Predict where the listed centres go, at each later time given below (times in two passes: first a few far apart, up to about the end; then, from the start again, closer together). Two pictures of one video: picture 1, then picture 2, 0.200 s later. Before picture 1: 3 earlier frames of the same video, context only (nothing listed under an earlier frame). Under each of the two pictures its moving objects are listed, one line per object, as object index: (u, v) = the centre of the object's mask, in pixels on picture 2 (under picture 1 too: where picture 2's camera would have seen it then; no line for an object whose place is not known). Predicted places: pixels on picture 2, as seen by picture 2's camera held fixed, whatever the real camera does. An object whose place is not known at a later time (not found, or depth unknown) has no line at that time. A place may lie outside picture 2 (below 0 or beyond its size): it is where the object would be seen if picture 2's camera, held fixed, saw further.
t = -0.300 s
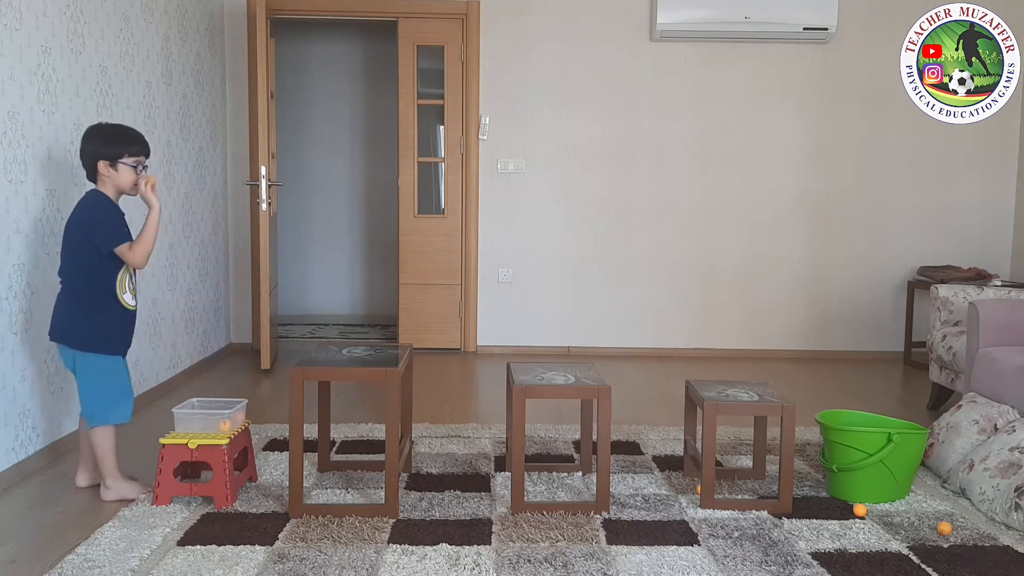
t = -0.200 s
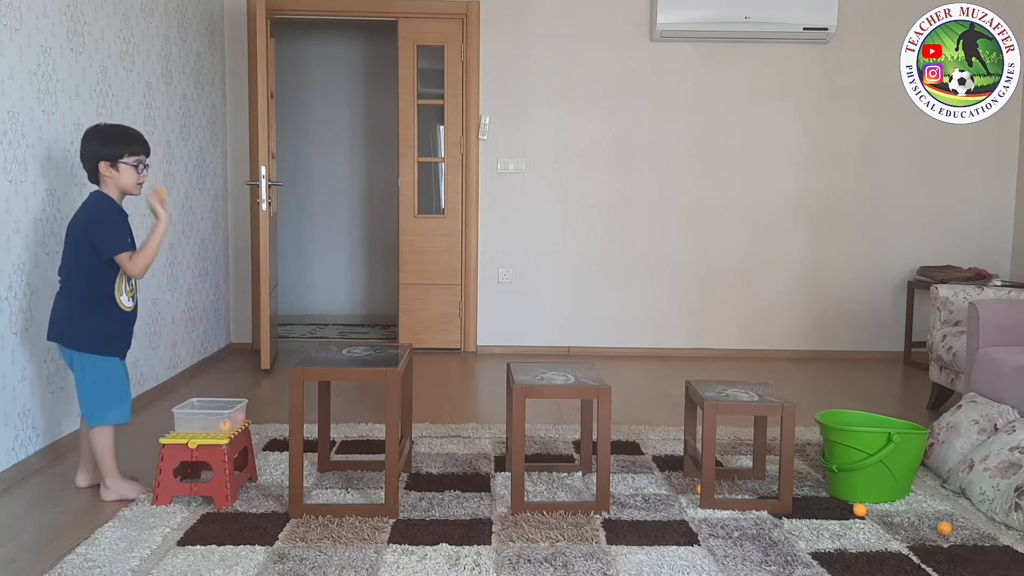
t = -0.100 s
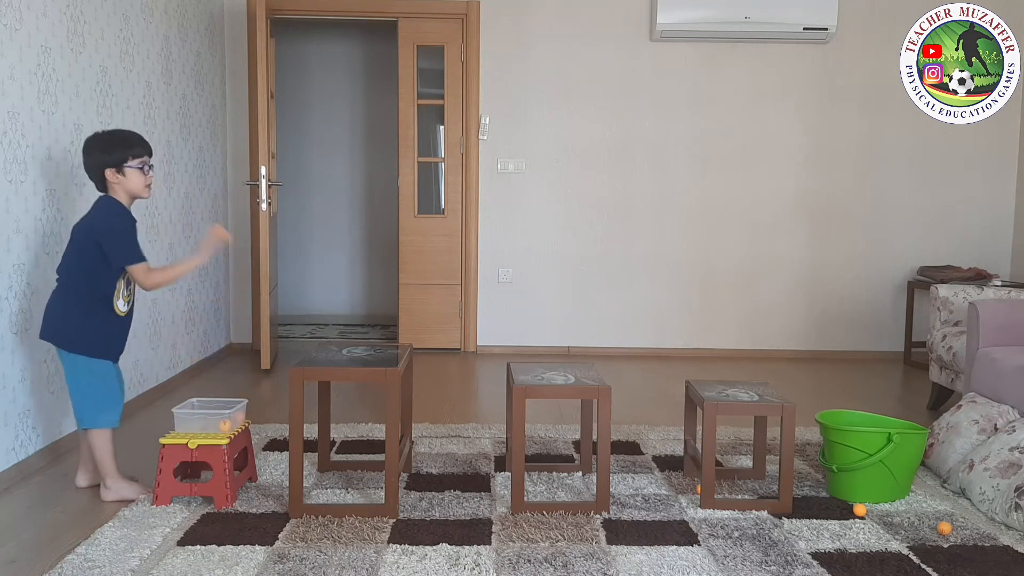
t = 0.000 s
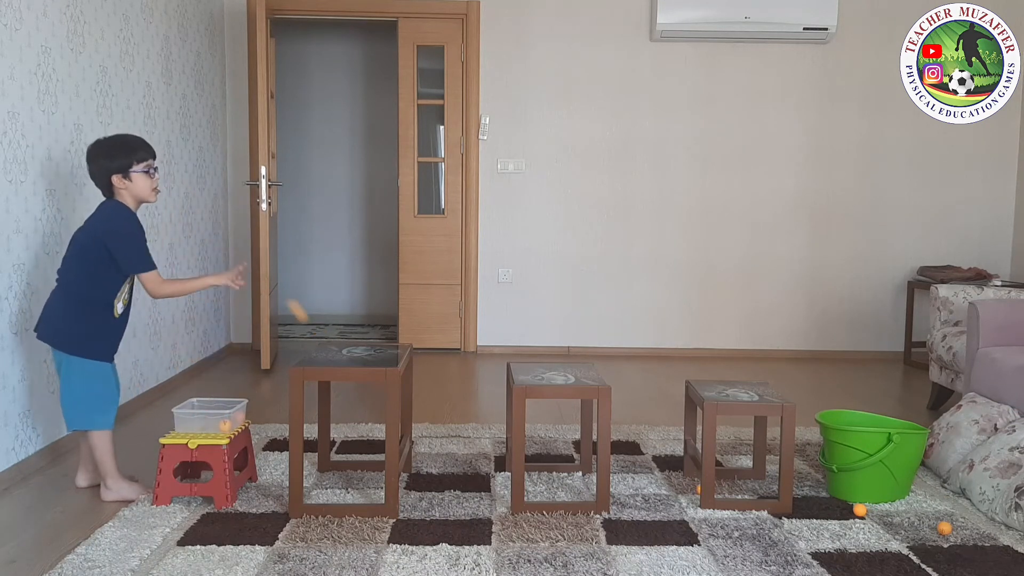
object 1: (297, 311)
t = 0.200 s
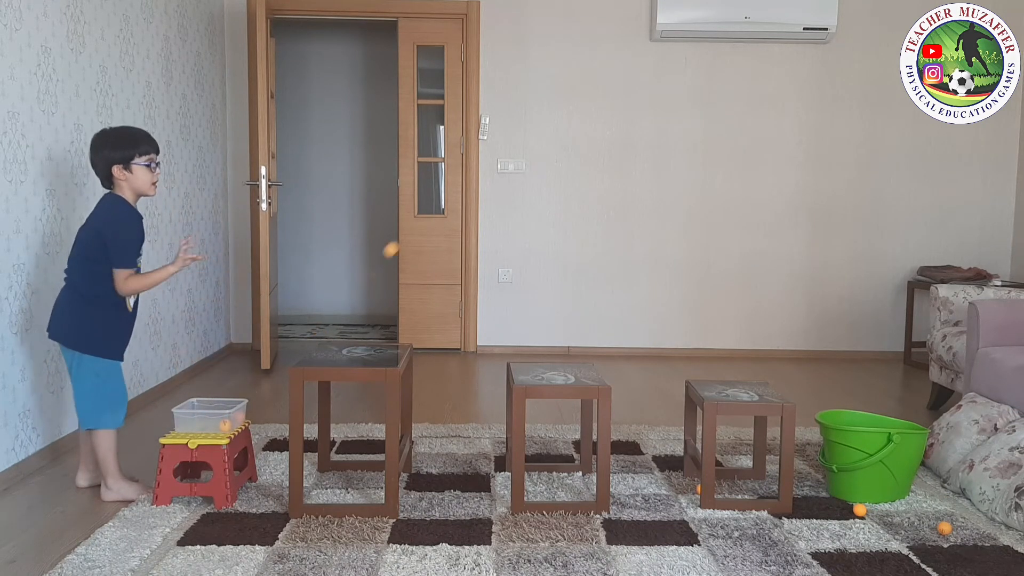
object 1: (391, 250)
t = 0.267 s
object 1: (417, 230)
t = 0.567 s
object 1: (530, 312)
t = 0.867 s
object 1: (633, 267)
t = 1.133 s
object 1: (719, 347)
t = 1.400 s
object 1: (801, 302)
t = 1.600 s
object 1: (860, 338)
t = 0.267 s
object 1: (417, 230)
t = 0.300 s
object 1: (431, 226)
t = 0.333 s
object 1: (444, 224)
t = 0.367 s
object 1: (456, 227)
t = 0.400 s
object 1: (470, 233)
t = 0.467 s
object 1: (495, 254)
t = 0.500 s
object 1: (506, 271)
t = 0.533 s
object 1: (518, 289)
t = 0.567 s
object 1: (530, 312)
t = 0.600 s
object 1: (541, 337)
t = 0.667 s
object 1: (563, 351)
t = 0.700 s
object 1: (574, 329)
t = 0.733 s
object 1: (587, 309)
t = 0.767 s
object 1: (598, 294)
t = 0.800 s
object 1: (609, 282)
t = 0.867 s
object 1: (633, 267)
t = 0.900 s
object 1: (644, 266)
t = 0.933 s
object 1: (655, 267)
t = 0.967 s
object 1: (666, 271)
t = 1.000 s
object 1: (677, 279)
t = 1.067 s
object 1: (699, 305)
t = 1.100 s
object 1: (709, 323)
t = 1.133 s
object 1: (719, 347)
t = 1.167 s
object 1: (728, 369)
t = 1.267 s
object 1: (759, 348)
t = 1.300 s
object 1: (770, 331)
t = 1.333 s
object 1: (781, 318)
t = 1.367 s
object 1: (791, 309)
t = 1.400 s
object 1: (801, 302)
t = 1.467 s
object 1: (822, 301)
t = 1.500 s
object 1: (831, 305)
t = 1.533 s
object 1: (841, 312)
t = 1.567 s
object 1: (851, 324)
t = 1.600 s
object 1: (860, 338)
